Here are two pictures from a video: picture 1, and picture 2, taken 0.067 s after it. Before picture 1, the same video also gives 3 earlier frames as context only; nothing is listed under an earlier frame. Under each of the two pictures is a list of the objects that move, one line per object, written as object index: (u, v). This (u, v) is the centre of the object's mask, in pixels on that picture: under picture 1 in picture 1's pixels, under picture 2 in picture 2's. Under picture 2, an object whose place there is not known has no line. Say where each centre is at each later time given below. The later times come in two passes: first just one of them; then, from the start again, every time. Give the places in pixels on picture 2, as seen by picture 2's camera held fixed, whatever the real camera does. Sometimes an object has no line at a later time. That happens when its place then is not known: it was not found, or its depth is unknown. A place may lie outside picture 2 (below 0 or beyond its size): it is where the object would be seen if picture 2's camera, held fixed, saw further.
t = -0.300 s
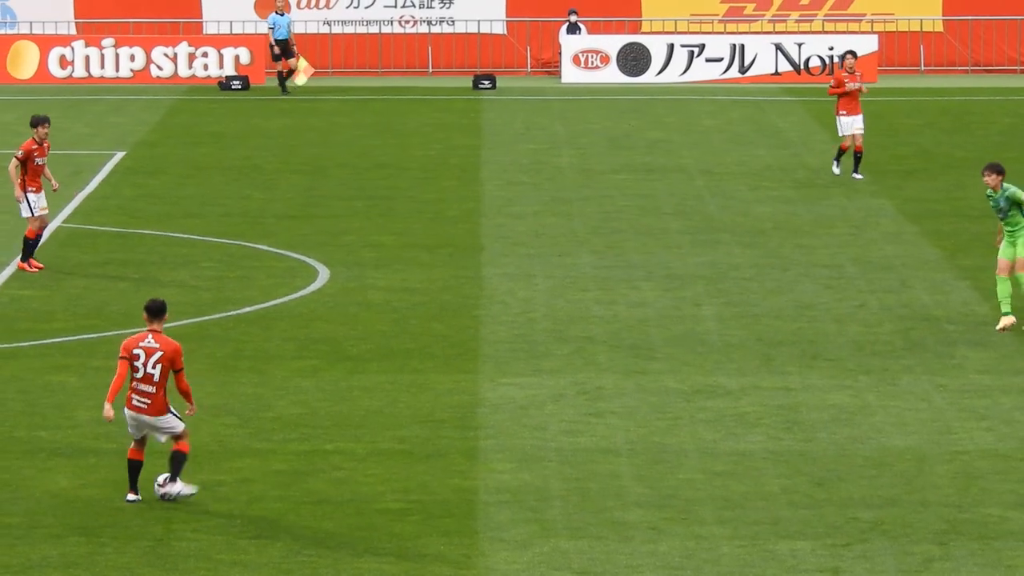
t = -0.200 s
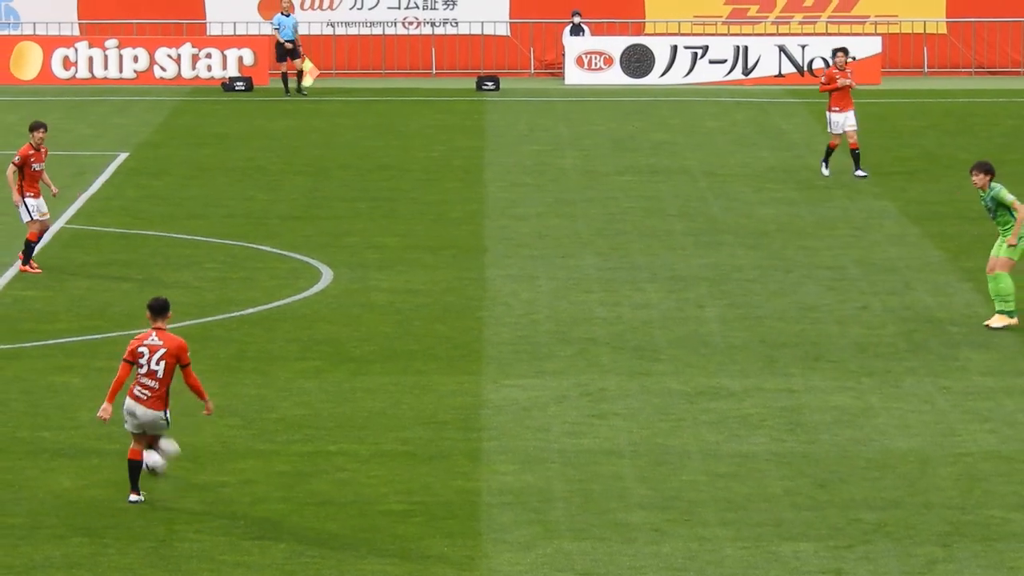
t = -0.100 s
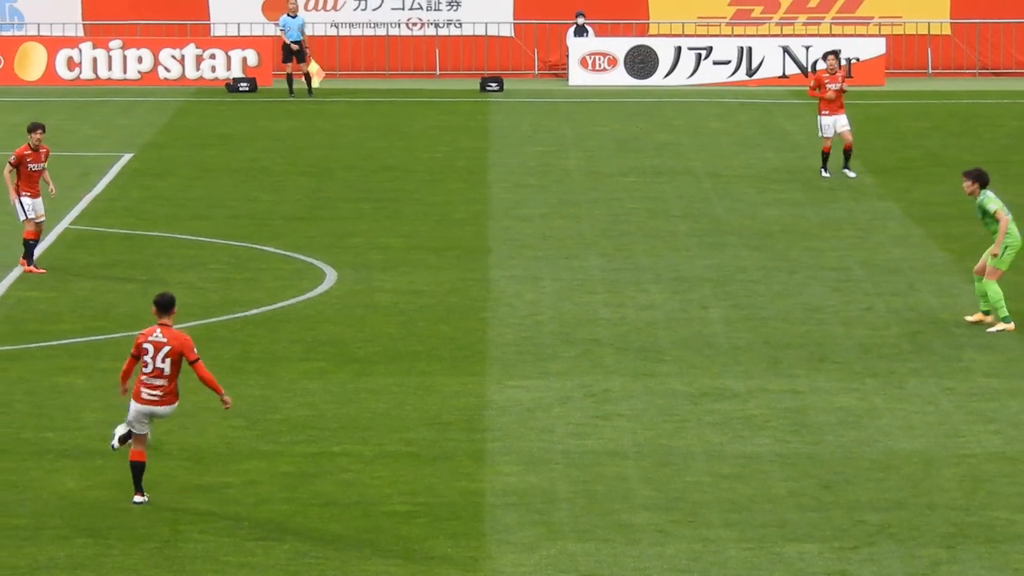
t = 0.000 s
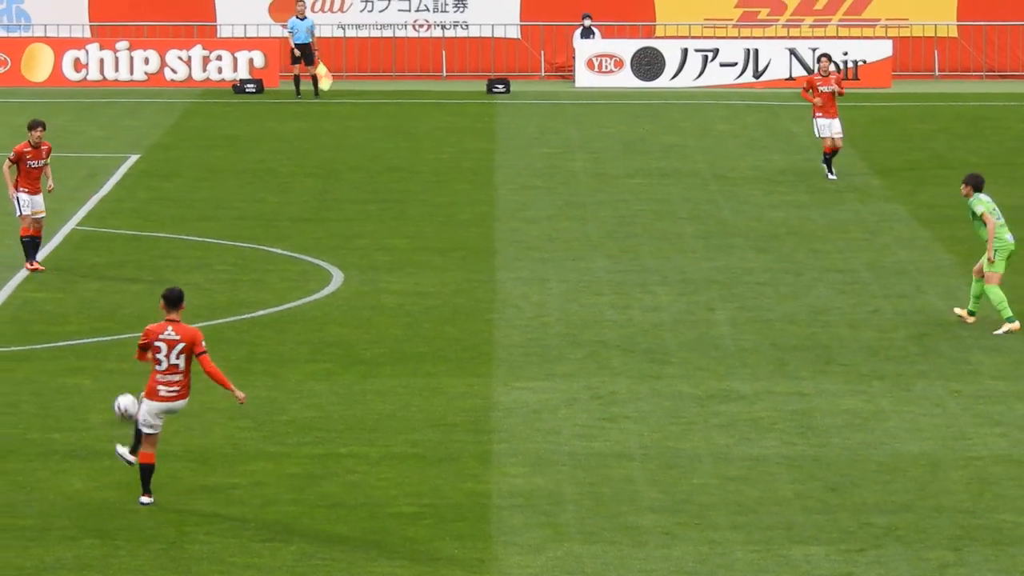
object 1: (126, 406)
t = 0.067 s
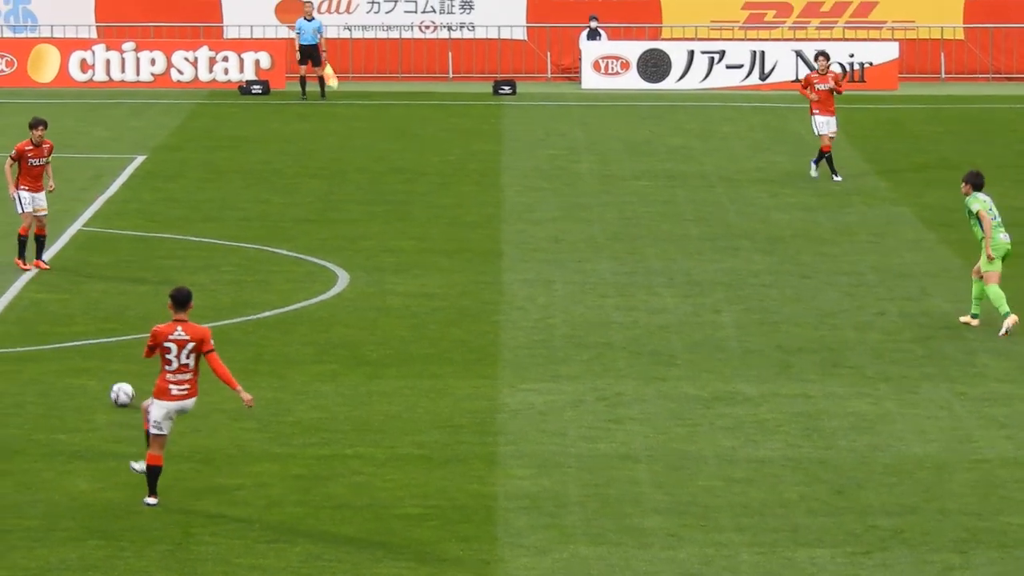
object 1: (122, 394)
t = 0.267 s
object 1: (98, 359)
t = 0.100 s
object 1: (117, 388)
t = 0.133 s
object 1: (113, 381)
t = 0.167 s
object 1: (109, 375)
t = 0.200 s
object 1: (106, 369)
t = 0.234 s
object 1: (102, 364)
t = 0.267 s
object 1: (98, 359)
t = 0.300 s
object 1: (95, 353)
